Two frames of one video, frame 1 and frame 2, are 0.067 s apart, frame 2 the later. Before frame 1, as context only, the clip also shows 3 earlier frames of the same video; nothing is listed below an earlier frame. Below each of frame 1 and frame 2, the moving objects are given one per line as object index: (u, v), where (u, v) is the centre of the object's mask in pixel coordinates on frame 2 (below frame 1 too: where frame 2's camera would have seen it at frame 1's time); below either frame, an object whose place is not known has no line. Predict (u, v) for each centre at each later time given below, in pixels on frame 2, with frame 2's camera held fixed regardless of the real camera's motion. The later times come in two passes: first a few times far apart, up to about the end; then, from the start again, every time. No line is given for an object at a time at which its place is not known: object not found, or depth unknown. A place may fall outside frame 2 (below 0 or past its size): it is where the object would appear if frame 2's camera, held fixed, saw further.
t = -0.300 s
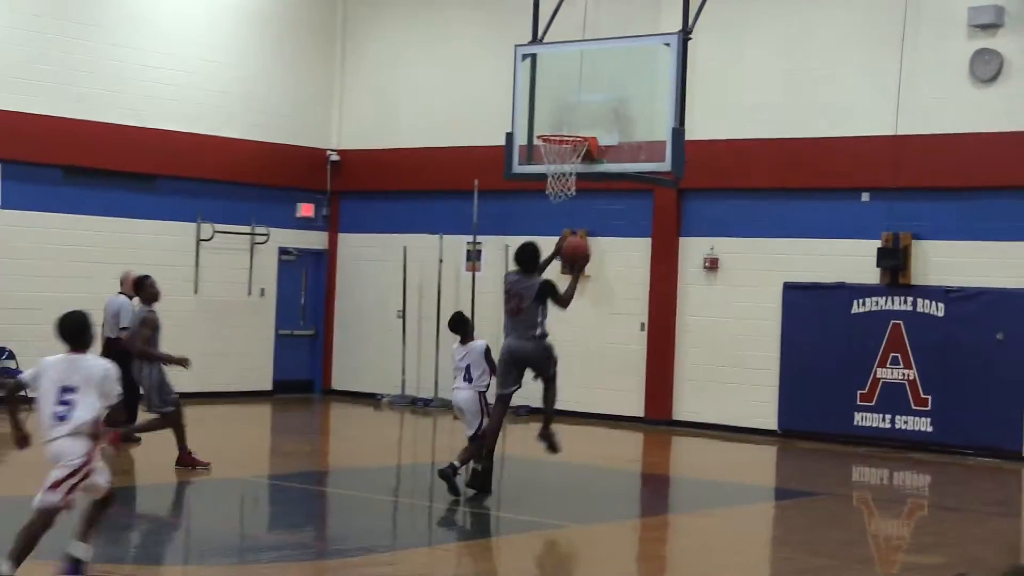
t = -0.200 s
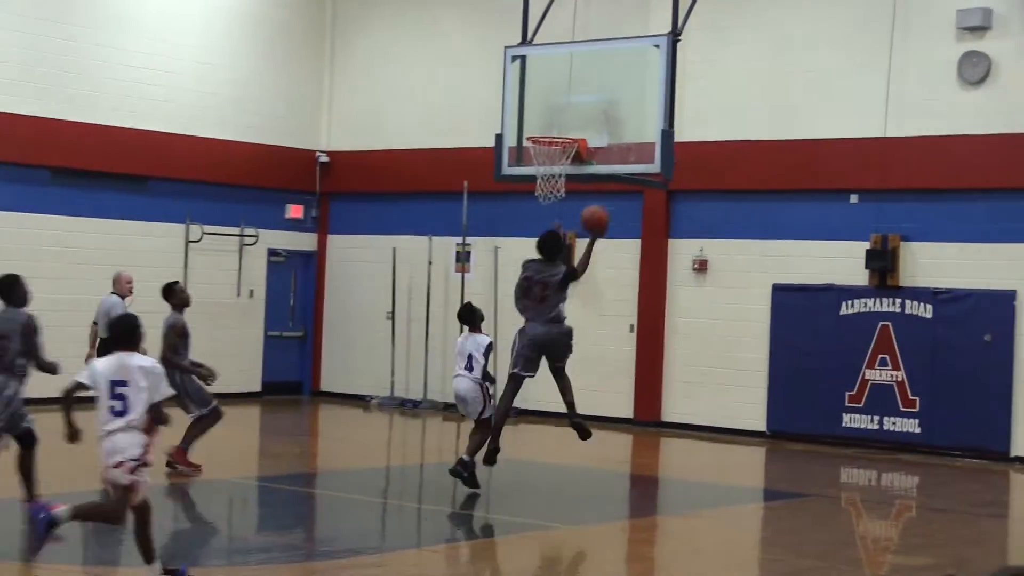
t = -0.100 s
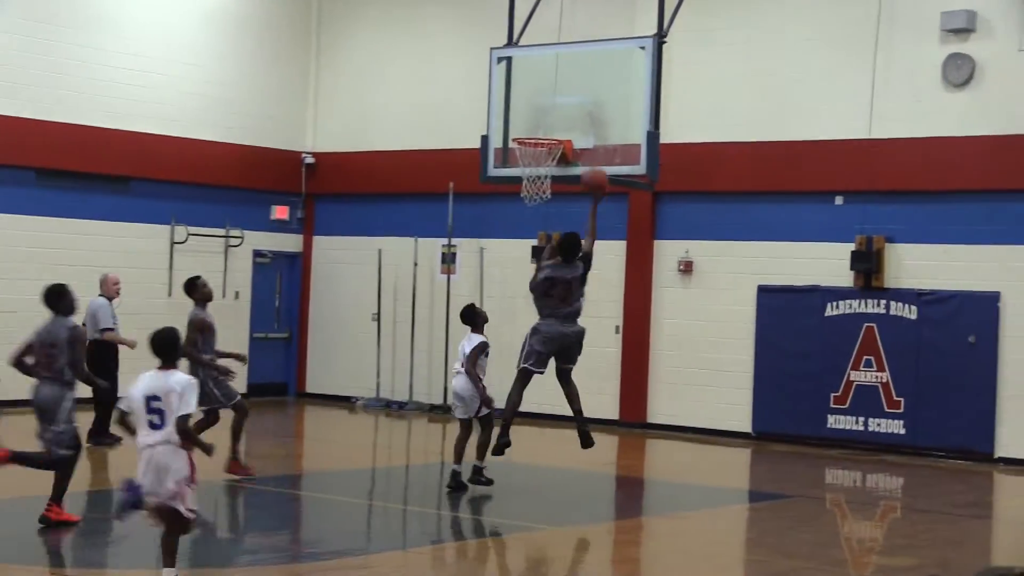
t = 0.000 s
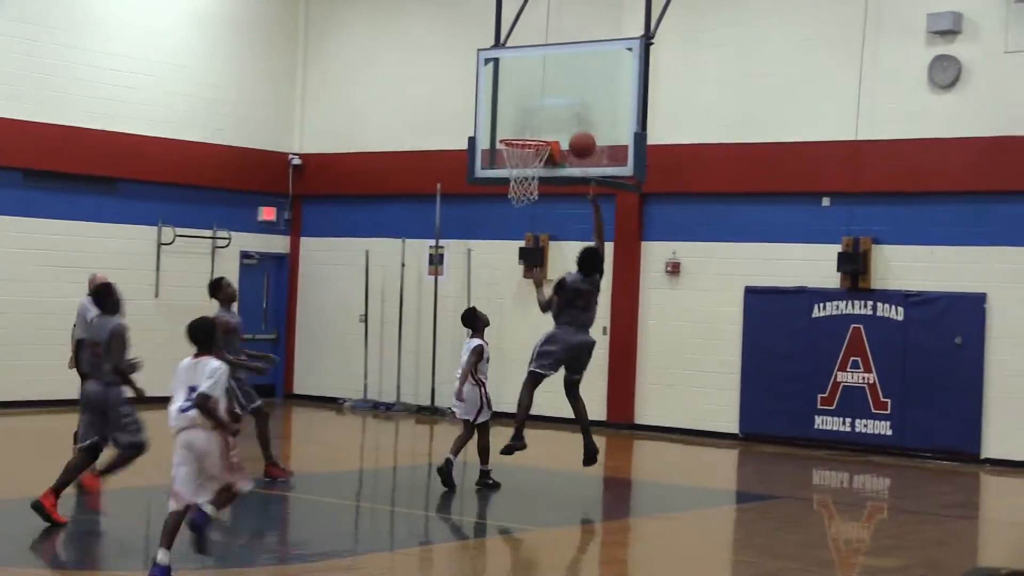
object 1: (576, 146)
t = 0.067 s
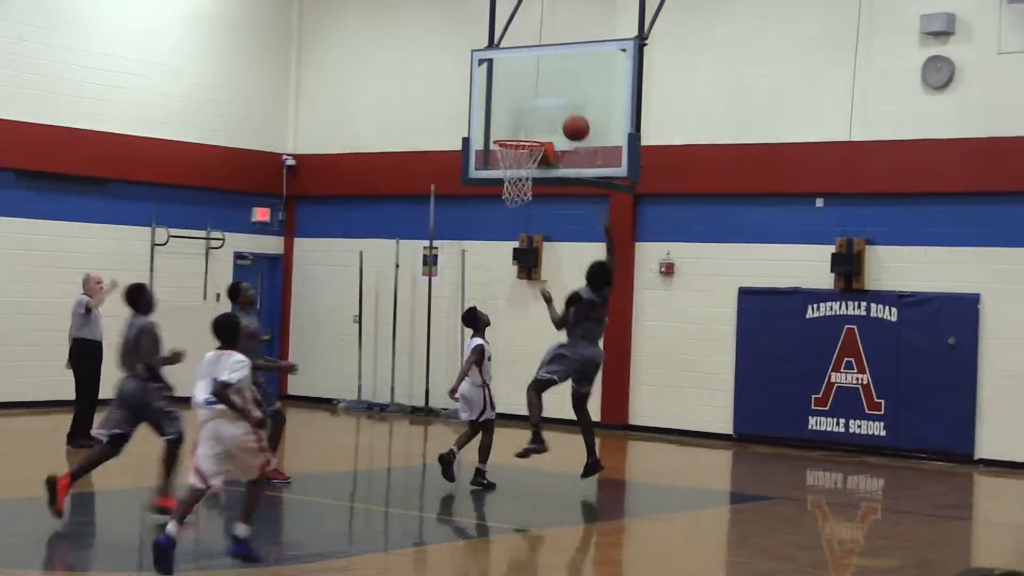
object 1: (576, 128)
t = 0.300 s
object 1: (530, 111)
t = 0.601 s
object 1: (463, 179)
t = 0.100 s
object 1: (571, 122)
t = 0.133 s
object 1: (565, 117)
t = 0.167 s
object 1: (558, 113)
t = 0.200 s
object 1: (551, 111)
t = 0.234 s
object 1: (544, 110)
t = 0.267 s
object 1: (537, 110)
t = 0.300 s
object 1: (530, 111)
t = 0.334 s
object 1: (523, 114)
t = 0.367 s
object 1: (516, 118)
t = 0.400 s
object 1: (509, 122)
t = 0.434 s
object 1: (501, 129)
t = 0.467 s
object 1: (494, 137)
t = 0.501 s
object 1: (486, 145)
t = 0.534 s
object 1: (479, 155)
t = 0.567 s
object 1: (470, 166)
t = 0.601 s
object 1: (463, 179)
